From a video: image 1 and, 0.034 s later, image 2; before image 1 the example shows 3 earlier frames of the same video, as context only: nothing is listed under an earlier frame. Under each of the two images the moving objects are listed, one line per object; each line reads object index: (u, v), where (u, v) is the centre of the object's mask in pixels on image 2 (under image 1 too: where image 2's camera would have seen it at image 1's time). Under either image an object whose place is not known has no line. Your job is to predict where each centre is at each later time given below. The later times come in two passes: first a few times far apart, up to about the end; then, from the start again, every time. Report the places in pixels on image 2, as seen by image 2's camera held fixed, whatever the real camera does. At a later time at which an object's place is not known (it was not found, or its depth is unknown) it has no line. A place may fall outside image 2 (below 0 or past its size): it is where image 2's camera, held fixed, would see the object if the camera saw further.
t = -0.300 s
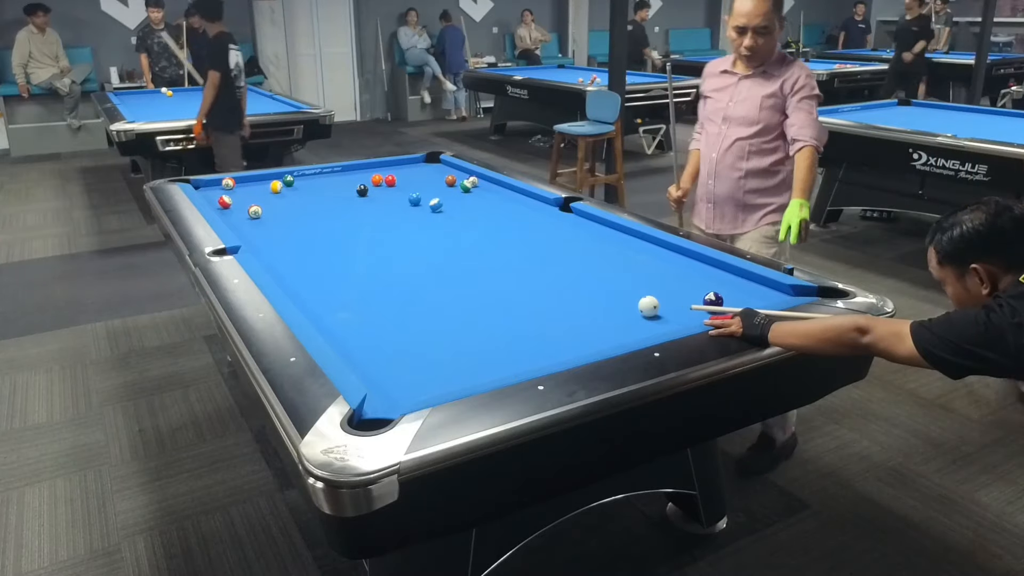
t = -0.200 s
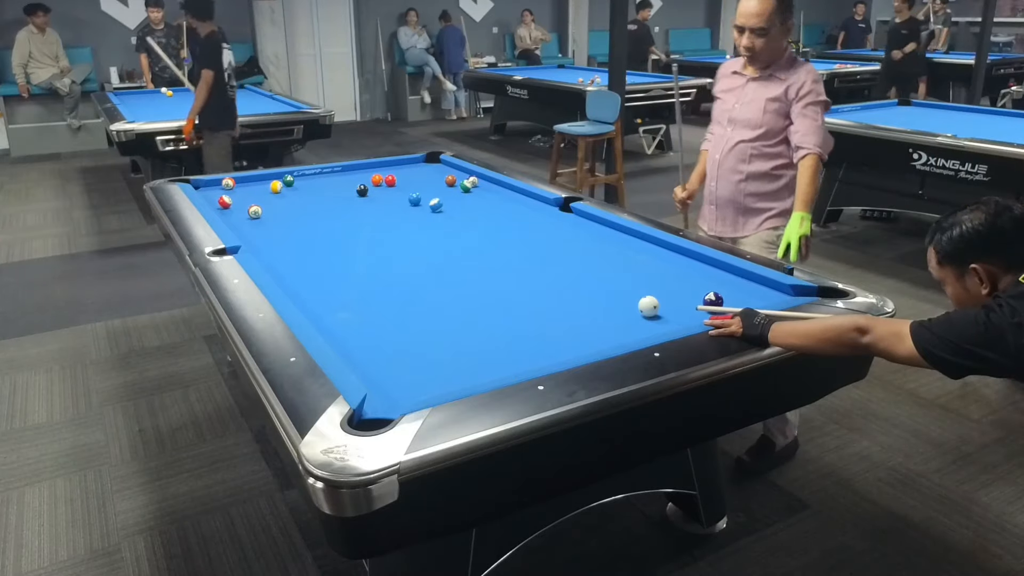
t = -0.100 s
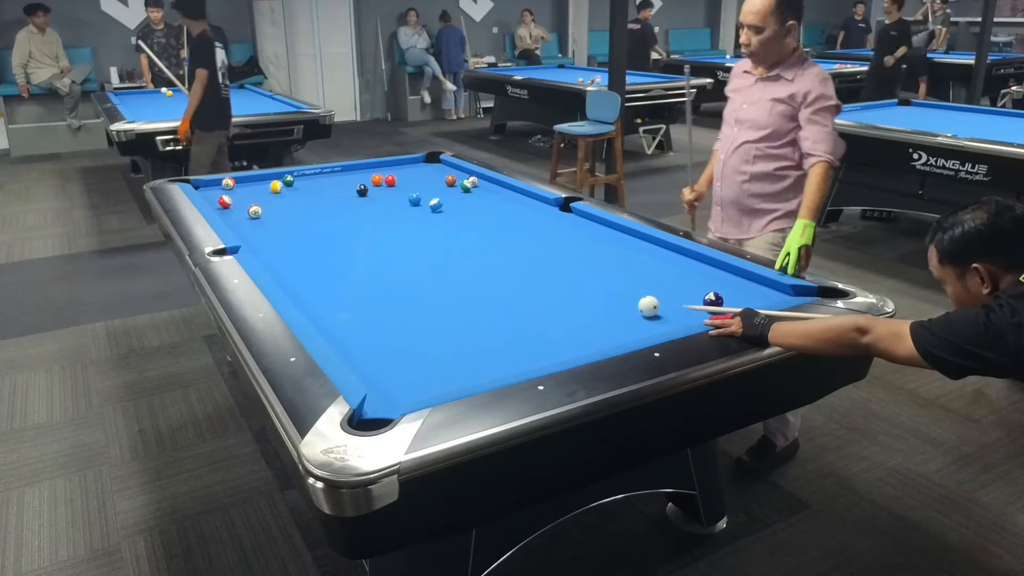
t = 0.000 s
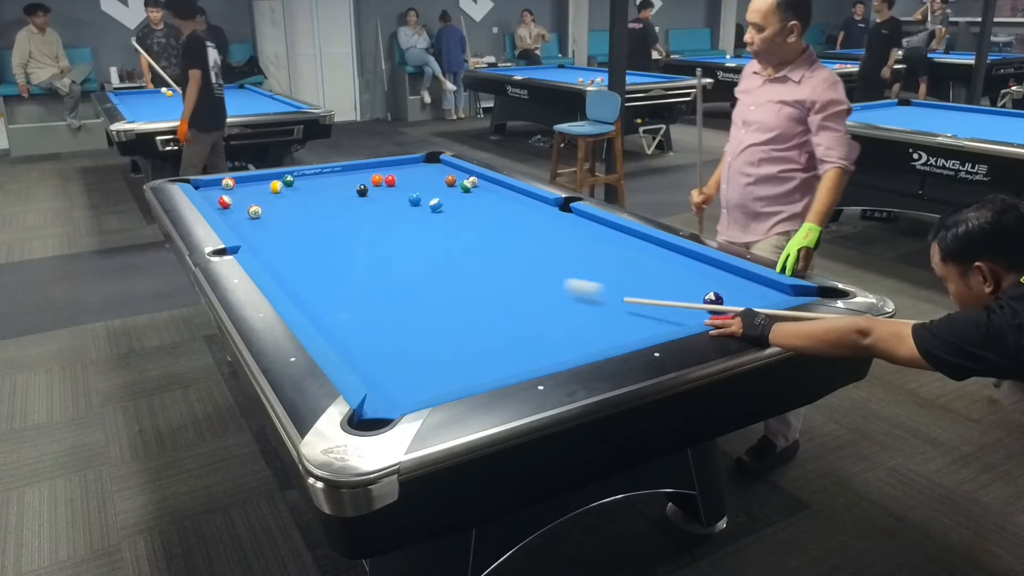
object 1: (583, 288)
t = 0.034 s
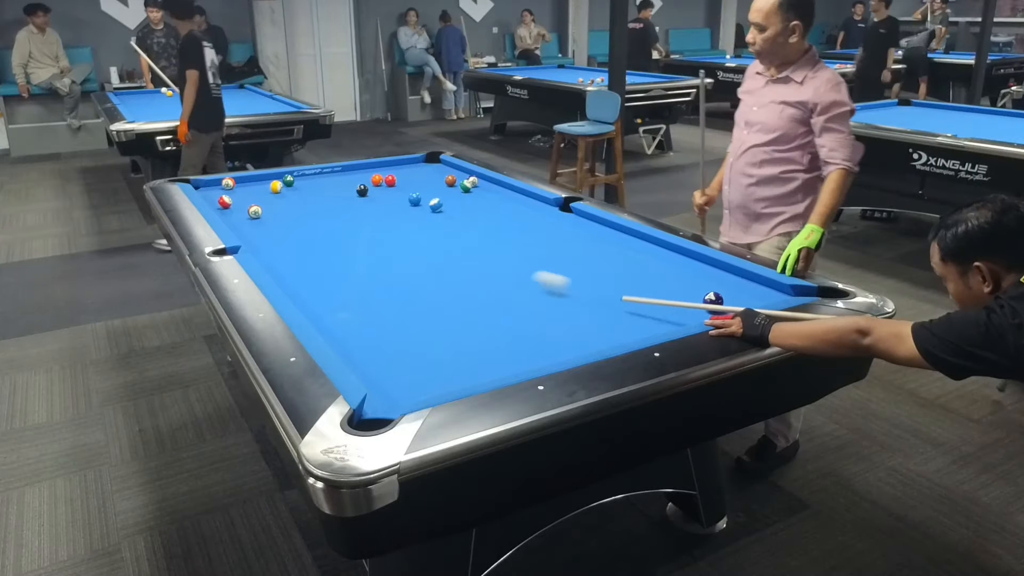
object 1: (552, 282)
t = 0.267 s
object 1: (383, 242)
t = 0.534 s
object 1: (257, 214)
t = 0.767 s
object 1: (227, 214)
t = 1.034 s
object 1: (246, 207)
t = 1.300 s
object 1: (262, 201)
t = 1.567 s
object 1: (277, 195)
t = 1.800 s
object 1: (288, 191)
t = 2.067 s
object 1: (300, 187)
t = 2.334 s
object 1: (311, 183)
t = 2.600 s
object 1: (320, 179)
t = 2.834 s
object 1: (328, 176)
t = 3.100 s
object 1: (336, 173)
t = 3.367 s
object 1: (343, 171)
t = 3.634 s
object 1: (349, 169)
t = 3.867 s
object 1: (353, 167)
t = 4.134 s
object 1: (357, 167)
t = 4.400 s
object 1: (361, 167)
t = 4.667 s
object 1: (363, 167)
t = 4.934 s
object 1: (364, 167)
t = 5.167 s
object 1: (364, 167)
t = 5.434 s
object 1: (364, 167)
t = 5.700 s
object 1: (364, 167)
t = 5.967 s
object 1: (364, 167)
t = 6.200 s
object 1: (364, 167)
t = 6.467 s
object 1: (364, 167)
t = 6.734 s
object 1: (364, 167)
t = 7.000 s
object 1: (364, 167)
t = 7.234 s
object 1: (364, 167)
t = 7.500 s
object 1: (364, 167)
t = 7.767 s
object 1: (364, 167)
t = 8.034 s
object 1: (364, 167)
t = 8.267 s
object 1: (364, 167)
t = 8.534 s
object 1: (364, 167)
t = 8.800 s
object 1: (365, 167)
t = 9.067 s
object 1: (364, 167)
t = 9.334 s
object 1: (365, 167)
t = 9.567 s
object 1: (364, 167)
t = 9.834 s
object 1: (364, 167)
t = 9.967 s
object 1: (364, 167)
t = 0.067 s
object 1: (522, 275)
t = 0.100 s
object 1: (494, 268)
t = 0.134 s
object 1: (469, 262)
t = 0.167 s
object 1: (445, 257)
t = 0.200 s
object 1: (423, 252)
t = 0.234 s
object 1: (403, 247)
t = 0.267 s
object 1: (383, 242)
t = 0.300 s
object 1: (364, 238)
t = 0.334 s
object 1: (347, 234)
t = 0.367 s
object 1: (330, 230)
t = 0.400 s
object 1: (313, 226)
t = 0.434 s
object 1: (297, 222)
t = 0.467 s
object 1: (282, 219)
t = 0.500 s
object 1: (267, 215)
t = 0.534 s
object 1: (257, 214)
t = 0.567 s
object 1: (251, 215)
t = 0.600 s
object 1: (245, 215)
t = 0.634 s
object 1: (239, 215)
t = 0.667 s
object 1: (232, 216)
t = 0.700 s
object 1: (226, 215)
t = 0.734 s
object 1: (225, 215)
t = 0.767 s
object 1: (227, 214)
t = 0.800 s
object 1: (229, 214)
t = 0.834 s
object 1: (232, 213)
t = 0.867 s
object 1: (234, 212)
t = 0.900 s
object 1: (237, 211)
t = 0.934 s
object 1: (239, 210)
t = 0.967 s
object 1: (241, 209)
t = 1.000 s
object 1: (243, 208)
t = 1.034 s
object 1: (246, 207)
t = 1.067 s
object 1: (248, 207)
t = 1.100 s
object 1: (250, 206)
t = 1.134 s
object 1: (252, 205)
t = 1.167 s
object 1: (254, 204)
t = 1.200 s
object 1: (256, 203)
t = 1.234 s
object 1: (258, 203)
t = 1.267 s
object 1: (260, 202)
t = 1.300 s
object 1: (262, 201)
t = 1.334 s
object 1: (264, 200)
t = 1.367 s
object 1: (266, 200)
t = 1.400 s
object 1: (268, 199)
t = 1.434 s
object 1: (270, 198)
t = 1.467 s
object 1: (272, 198)
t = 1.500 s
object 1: (273, 197)
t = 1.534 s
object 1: (275, 196)
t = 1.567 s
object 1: (277, 195)
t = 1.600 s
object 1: (279, 195)
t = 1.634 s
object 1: (280, 194)
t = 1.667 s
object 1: (282, 194)
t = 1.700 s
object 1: (284, 193)
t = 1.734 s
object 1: (285, 192)
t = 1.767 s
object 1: (287, 192)
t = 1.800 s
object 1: (288, 191)
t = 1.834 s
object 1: (290, 190)
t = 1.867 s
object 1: (291, 190)
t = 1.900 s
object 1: (293, 189)
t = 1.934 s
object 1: (294, 189)
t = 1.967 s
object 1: (296, 188)
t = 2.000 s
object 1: (297, 188)
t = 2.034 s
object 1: (299, 187)
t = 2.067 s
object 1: (300, 187)
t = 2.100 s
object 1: (302, 186)
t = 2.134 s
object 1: (303, 186)
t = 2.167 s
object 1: (304, 185)
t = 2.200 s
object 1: (306, 185)
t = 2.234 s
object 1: (307, 184)
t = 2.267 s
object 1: (308, 183)
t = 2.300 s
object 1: (310, 183)
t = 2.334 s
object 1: (311, 183)
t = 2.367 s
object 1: (312, 182)
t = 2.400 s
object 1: (313, 182)
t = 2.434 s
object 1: (315, 181)
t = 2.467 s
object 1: (316, 181)
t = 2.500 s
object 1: (317, 180)
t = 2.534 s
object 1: (318, 180)
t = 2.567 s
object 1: (319, 179)
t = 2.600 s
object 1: (320, 179)
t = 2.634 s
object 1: (322, 179)
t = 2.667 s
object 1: (323, 178)
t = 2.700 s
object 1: (324, 178)
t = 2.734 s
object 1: (325, 177)
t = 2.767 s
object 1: (326, 177)
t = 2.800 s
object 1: (327, 176)
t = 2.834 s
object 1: (328, 176)
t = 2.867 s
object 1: (329, 176)
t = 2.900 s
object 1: (330, 175)
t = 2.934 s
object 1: (331, 175)
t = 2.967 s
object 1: (332, 175)
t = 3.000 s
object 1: (333, 174)
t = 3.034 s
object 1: (334, 174)
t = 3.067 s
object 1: (335, 174)
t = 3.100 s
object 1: (336, 173)
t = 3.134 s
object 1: (337, 173)
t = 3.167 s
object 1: (338, 173)
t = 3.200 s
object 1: (339, 172)
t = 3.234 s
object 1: (340, 172)
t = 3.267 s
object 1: (340, 172)
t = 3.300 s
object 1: (341, 171)
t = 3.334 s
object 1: (342, 171)
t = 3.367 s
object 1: (343, 171)
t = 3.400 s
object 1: (344, 171)
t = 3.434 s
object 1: (344, 170)
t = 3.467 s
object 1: (345, 170)
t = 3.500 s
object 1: (346, 169)
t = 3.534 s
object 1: (347, 169)
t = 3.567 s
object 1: (347, 169)
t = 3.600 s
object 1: (348, 169)
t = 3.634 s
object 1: (349, 169)
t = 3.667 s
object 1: (349, 168)
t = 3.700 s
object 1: (350, 168)
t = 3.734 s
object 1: (350, 168)
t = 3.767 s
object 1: (351, 167)
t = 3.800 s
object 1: (352, 167)
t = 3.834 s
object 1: (353, 167)
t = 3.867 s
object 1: (353, 167)
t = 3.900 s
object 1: (354, 167)
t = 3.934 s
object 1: (354, 167)
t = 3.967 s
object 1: (355, 167)
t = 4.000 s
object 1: (356, 167)
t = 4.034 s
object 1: (356, 167)
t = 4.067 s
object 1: (357, 167)
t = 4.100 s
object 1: (357, 167)
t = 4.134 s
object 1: (357, 167)
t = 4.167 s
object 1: (358, 167)
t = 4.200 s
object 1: (358, 167)
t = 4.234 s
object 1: (359, 167)
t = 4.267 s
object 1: (360, 167)
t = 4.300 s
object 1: (360, 167)
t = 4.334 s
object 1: (360, 167)
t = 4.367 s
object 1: (361, 167)
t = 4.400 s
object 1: (361, 167)
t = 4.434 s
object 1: (361, 167)
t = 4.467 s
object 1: (361, 167)
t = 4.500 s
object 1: (362, 167)
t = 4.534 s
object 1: (362, 167)
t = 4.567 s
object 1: (362, 167)
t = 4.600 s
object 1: (362, 167)
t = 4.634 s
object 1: (363, 167)
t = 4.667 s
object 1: (363, 167)
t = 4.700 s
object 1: (363, 167)
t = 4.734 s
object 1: (363, 167)
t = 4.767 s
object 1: (363, 167)
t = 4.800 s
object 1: (363, 167)
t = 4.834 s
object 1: (363, 167)
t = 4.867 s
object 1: (364, 167)
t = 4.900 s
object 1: (364, 167)
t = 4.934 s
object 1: (364, 167)
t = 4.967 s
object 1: (364, 167)
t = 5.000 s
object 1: (364, 167)
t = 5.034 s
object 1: (364, 167)
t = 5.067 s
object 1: (364, 167)
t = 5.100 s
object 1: (364, 167)
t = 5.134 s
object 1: (364, 167)
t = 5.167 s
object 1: (364, 167)
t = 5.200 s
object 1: (364, 167)
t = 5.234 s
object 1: (364, 167)
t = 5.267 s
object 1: (364, 167)
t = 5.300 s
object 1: (364, 167)
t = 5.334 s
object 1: (364, 167)
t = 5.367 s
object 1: (364, 167)
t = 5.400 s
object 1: (364, 167)
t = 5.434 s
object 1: (364, 167)
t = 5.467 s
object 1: (364, 167)
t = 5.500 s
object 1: (364, 167)
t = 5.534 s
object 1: (364, 167)
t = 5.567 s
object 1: (364, 167)
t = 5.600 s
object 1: (364, 167)
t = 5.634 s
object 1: (364, 167)
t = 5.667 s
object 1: (364, 167)
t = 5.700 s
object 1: (364, 167)
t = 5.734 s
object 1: (364, 167)
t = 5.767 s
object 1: (364, 167)
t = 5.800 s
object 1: (364, 167)
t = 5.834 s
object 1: (364, 167)
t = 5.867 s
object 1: (364, 167)
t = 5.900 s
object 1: (364, 167)
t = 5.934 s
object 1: (364, 167)
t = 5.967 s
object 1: (364, 167)
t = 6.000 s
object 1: (364, 167)
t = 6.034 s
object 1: (364, 167)
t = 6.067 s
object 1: (364, 167)
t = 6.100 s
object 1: (364, 167)
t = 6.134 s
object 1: (364, 167)
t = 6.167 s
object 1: (364, 167)
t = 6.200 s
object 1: (364, 167)
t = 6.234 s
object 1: (364, 167)
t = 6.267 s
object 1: (364, 167)
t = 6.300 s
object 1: (364, 167)
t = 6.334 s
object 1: (364, 167)
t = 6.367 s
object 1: (364, 167)
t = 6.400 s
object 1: (364, 167)
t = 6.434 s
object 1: (364, 167)
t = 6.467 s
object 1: (364, 167)
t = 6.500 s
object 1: (364, 167)
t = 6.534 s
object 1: (364, 167)
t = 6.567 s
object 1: (364, 167)
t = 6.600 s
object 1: (364, 167)
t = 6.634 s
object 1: (364, 167)
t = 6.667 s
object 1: (364, 167)
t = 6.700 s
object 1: (364, 167)
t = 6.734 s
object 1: (364, 167)
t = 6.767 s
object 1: (364, 167)
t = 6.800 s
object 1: (364, 167)
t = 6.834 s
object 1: (364, 167)
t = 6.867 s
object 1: (364, 167)
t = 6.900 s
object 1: (364, 167)
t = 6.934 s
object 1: (364, 167)
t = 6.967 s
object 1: (364, 167)
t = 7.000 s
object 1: (364, 167)
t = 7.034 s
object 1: (364, 167)
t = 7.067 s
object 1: (364, 167)
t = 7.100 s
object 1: (364, 167)
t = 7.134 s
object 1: (364, 167)
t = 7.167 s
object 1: (364, 167)
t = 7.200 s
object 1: (364, 167)
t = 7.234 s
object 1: (364, 167)
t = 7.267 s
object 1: (364, 167)
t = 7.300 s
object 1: (364, 167)
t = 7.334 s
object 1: (364, 167)
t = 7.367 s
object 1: (364, 167)
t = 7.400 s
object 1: (364, 167)
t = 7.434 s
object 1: (364, 167)
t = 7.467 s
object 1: (364, 167)
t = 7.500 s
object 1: (364, 167)
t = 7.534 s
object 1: (364, 167)
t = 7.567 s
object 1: (364, 167)
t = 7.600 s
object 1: (364, 167)
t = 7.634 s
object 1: (364, 167)
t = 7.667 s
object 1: (364, 167)
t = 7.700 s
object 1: (364, 167)
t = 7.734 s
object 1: (364, 167)
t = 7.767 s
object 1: (364, 167)
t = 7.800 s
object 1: (364, 167)
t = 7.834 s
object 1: (364, 167)
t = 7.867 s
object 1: (364, 167)
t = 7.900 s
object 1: (364, 167)
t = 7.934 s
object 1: (364, 167)
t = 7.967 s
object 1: (364, 167)
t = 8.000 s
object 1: (364, 167)
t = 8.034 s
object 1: (364, 167)
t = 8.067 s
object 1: (364, 167)
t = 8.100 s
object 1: (364, 167)
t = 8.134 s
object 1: (364, 167)
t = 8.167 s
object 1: (364, 167)
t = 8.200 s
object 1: (364, 167)
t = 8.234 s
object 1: (364, 167)
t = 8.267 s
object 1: (364, 167)
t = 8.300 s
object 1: (364, 167)
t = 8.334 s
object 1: (364, 167)
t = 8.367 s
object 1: (364, 167)
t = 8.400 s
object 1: (364, 167)
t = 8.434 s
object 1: (364, 167)
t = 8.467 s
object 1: (364, 167)
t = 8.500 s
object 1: (364, 167)
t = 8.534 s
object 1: (364, 167)
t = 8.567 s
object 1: (364, 167)
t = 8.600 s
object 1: (365, 167)
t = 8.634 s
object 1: (365, 167)
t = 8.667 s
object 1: (365, 167)
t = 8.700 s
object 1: (365, 167)
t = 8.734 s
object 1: (365, 167)
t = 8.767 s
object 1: (365, 167)
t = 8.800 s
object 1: (365, 167)
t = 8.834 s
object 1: (364, 167)
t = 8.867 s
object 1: (364, 167)
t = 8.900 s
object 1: (364, 167)
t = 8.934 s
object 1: (364, 167)
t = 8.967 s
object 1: (364, 167)
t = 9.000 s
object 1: (364, 167)
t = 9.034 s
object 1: (364, 167)
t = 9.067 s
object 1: (364, 167)
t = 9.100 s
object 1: (364, 167)
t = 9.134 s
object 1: (364, 167)
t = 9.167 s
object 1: (364, 167)
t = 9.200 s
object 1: (364, 167)
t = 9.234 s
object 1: (364, 167)
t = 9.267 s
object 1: (364, 167)
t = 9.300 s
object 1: (364, 167)
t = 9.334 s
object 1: (365, 167)
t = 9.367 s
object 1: (365, 167)
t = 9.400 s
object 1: (365, 167)
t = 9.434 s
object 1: (365, 167)
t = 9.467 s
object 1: (365, 167)
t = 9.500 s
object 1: (365, 167)
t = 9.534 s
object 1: (364, 167)
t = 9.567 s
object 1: (364, 167)
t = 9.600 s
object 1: (364, 167)
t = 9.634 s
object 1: (364, 167)
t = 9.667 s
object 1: (364, 167)
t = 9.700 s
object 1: (364, 167)
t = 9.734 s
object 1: (364, 167)
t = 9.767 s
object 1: (364, 167)
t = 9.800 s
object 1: (364, 167)
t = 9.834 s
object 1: (364, 167)
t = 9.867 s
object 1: (364, 167)
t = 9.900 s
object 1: (364, 167)
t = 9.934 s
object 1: (364, 167)
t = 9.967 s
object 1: (364, 167)
